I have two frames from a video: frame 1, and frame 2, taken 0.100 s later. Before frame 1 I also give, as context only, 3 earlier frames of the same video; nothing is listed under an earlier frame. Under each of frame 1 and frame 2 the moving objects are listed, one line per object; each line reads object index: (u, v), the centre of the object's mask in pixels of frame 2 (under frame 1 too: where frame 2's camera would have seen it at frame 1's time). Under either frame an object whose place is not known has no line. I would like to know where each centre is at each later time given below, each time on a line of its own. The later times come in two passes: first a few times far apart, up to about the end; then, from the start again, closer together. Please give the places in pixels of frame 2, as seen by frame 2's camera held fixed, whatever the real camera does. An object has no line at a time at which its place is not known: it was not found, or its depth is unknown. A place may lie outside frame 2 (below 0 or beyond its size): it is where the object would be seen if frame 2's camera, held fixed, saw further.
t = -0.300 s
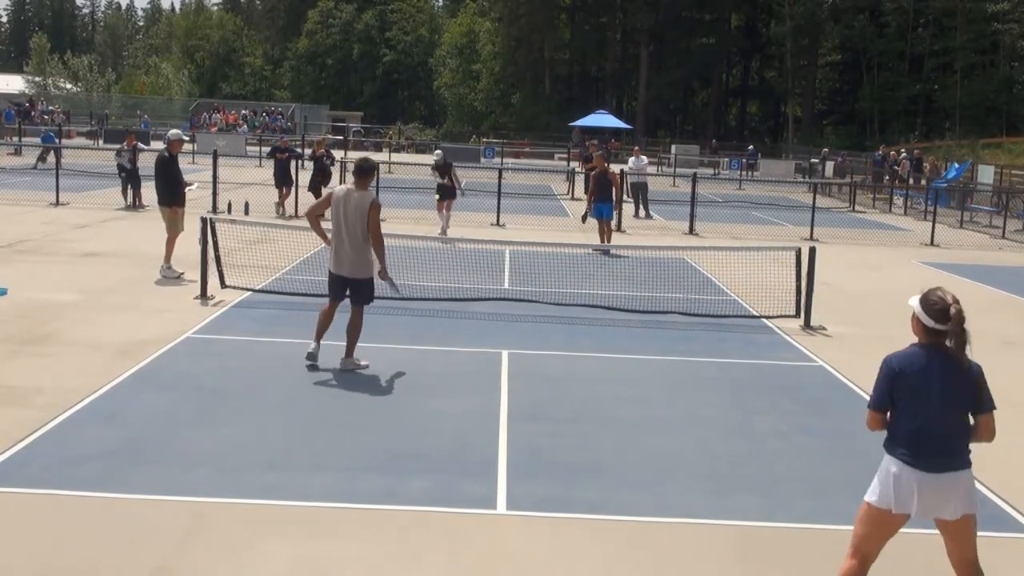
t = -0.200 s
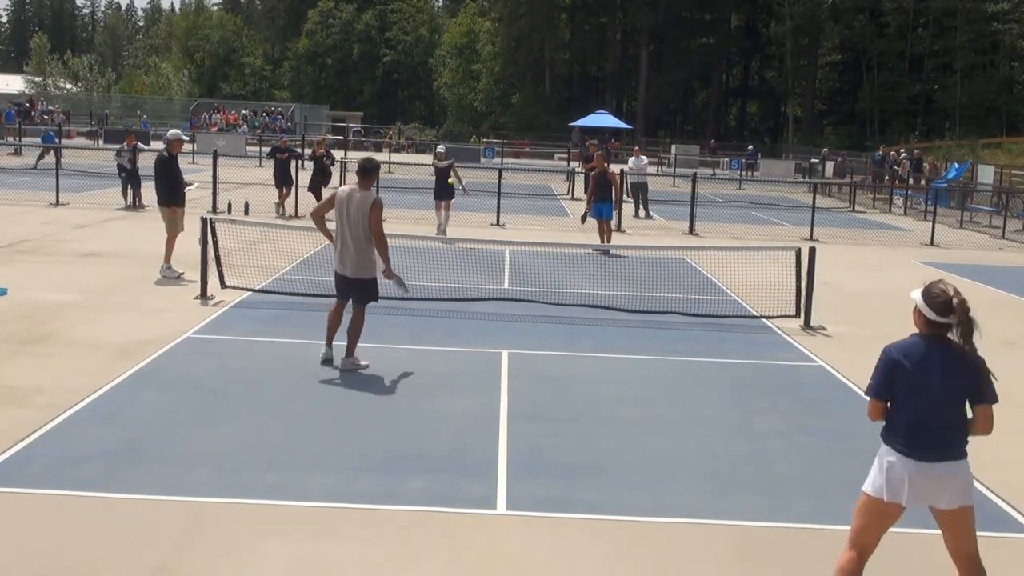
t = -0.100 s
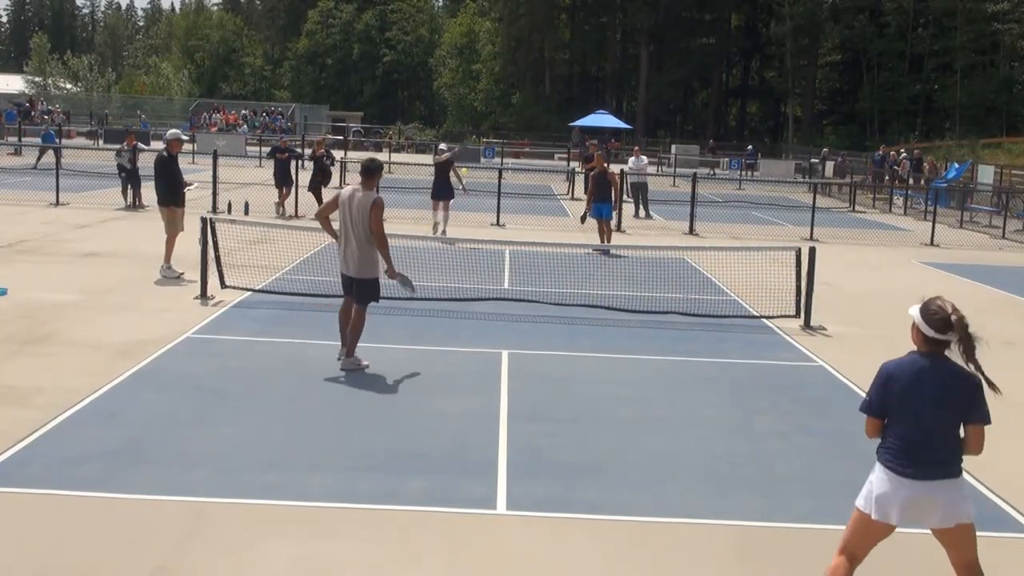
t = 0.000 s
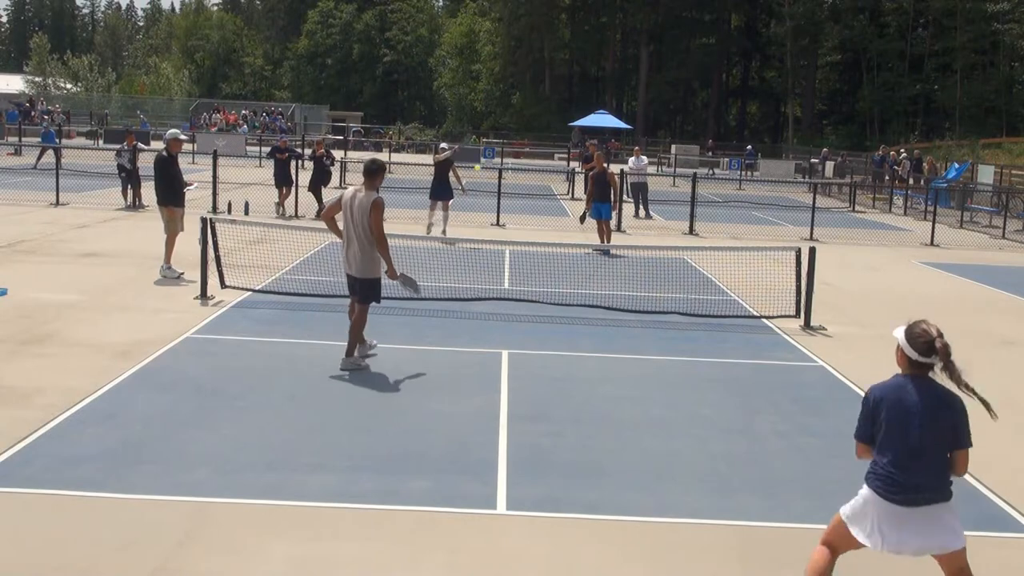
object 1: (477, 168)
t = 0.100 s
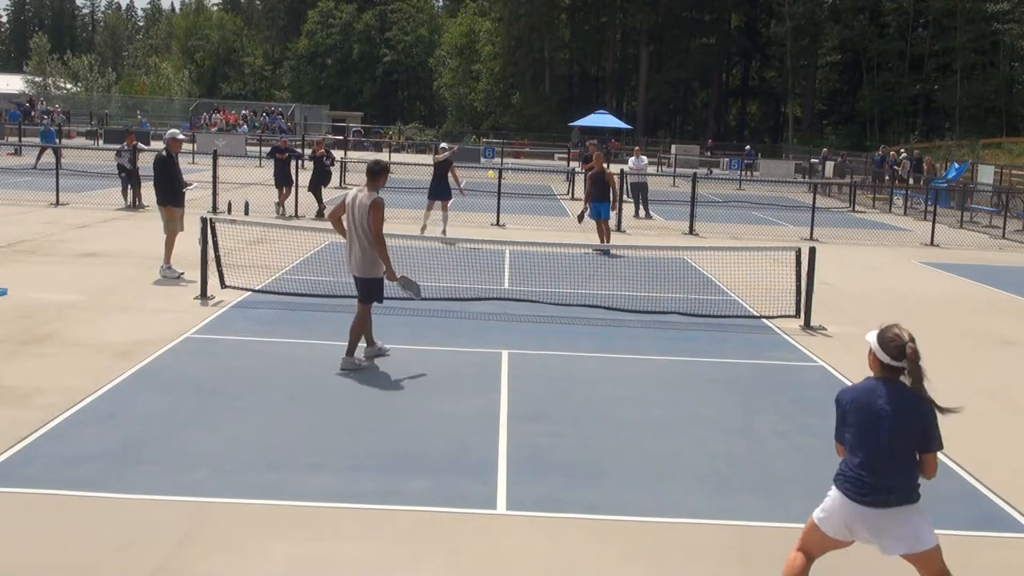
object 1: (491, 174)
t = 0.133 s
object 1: (495, 178)
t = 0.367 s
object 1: (526, 246)
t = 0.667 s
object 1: (569, 375)
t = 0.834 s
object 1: (590, 360)
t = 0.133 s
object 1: (495, 178)
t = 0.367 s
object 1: (526, 246)
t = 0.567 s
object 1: (557, 378)
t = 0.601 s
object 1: (562, 391)
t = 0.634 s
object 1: (565, 383)
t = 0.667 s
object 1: (569, 375)
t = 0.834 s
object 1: (590, 360)
